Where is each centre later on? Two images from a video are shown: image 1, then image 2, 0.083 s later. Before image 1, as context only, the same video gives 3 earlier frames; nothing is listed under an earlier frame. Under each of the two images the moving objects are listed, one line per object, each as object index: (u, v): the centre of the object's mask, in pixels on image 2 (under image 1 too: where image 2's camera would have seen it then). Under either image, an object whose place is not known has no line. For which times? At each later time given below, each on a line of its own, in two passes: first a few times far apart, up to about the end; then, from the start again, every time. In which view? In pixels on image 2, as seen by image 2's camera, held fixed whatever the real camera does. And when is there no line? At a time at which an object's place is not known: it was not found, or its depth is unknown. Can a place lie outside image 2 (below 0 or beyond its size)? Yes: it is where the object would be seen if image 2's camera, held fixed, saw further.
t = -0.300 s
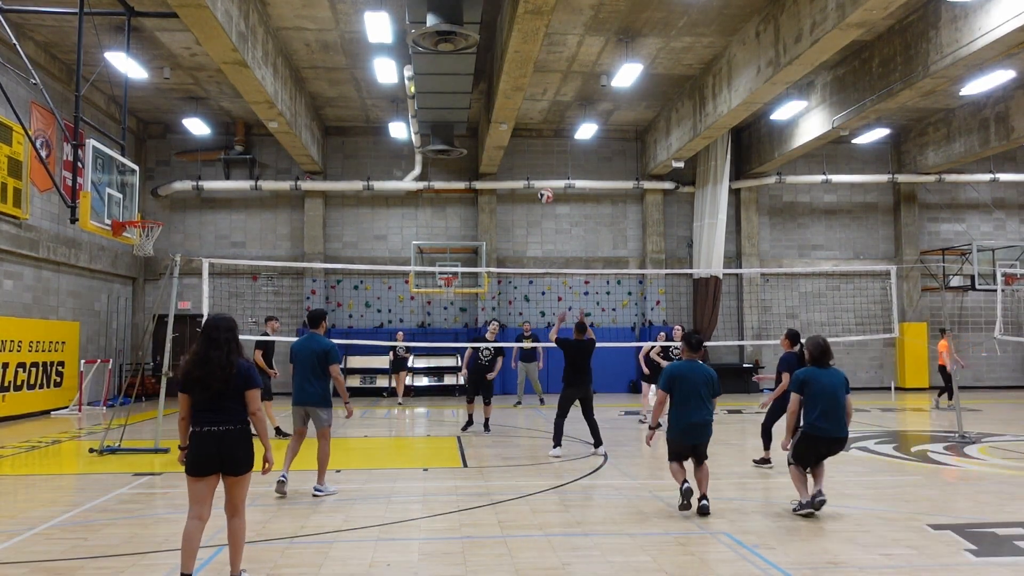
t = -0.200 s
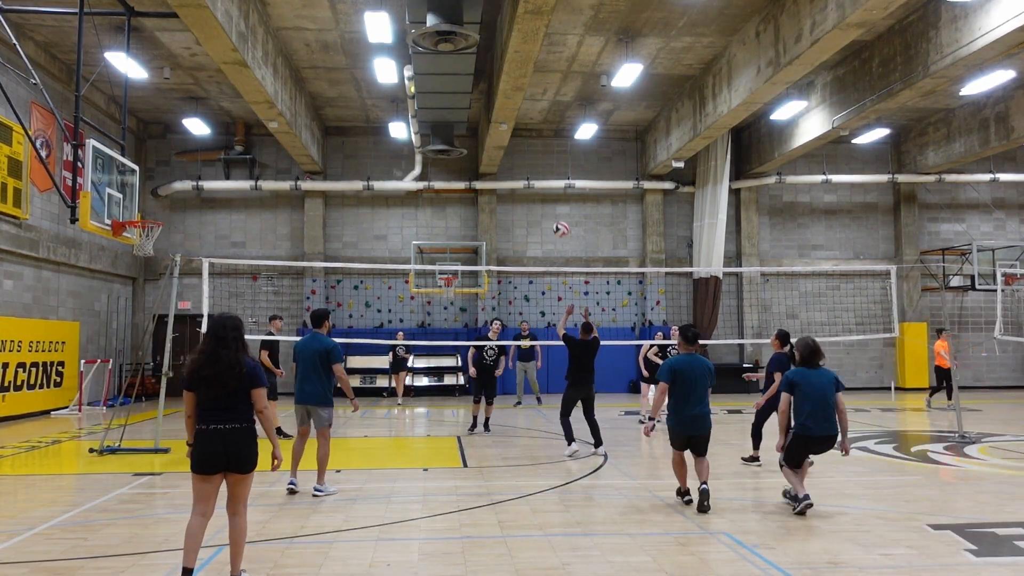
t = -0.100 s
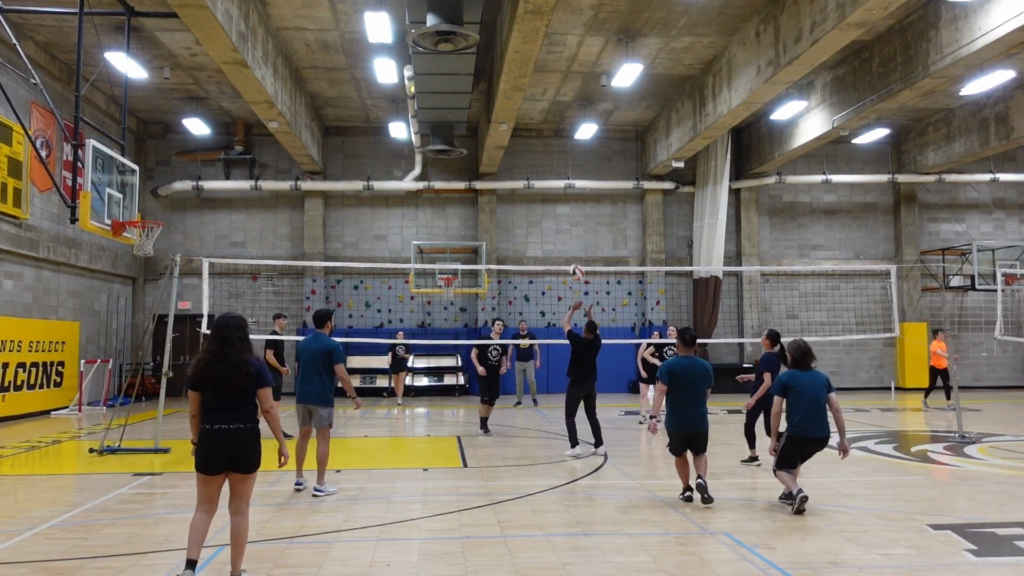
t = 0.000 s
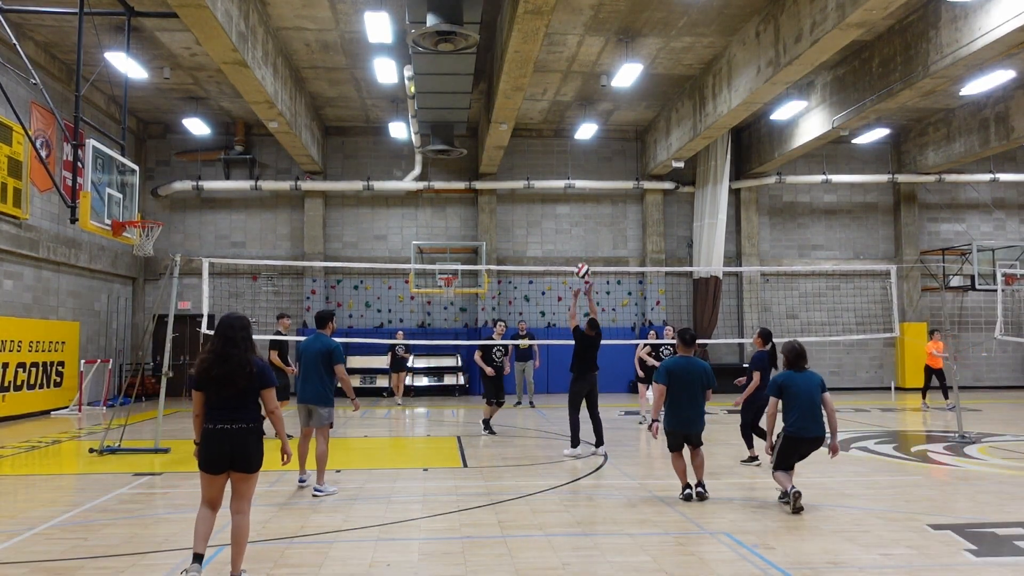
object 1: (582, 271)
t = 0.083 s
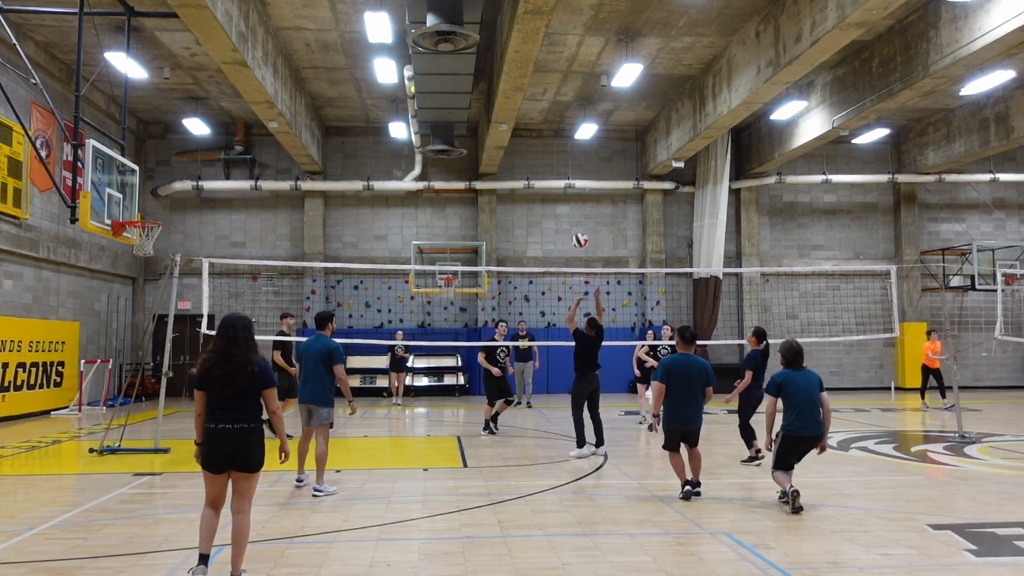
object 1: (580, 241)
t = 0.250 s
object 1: (575, 192)
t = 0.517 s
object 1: (566, 157)
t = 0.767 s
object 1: (558, 176)
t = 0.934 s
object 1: (553, 223)
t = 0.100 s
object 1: (579, 234)
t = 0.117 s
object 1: (579, 229)
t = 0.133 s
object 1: (578, 224)
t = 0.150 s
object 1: (578, 219)
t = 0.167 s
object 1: (577, 213)
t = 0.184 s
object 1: (576, 208)
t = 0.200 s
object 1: (576, 204)
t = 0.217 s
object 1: (576, 200)
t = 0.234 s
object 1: (575, 196)
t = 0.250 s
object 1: (575, 192)
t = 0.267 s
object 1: (574, 188)
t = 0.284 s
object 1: (573, 184)
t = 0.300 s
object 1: (573, 180)
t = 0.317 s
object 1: (572, 178)
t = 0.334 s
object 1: (572, 174)
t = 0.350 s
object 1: (572, 171)
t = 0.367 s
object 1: (571, 169)
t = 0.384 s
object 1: (570, 167)
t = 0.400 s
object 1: (570, 165)
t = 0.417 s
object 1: (569, 163)
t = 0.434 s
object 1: (569, 162)
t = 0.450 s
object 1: (569, 160)
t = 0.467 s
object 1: (568, 159)
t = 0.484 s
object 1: (567, 158)
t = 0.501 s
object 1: (567, 157)
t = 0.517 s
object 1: (566, 157)
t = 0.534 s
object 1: (566, 156)
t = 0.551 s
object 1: (565, 156)
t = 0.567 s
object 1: (565, 156)
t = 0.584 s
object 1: (564, 156)
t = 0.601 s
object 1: (564, 157)
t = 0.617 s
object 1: (563, 157)
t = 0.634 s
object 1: (563, 158)
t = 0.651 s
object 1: (562, 160)
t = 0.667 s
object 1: (562, 161)
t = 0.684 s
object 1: (561, 163)
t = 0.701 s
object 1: (561, 166)
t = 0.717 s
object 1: (560, 168)
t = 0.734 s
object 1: (560, 170)
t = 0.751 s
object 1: (559, 173)
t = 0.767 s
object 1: (558, 176)
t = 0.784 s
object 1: (558, 179)
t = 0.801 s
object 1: (558, 184)
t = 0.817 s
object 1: (557, 188)
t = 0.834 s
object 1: (556, 194)
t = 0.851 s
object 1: (556, 197)
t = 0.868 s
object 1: (555, 202)
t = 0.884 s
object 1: (555, 206)
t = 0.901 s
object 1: (554, 212)
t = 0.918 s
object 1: (554, 217)
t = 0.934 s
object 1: (553, 223)
